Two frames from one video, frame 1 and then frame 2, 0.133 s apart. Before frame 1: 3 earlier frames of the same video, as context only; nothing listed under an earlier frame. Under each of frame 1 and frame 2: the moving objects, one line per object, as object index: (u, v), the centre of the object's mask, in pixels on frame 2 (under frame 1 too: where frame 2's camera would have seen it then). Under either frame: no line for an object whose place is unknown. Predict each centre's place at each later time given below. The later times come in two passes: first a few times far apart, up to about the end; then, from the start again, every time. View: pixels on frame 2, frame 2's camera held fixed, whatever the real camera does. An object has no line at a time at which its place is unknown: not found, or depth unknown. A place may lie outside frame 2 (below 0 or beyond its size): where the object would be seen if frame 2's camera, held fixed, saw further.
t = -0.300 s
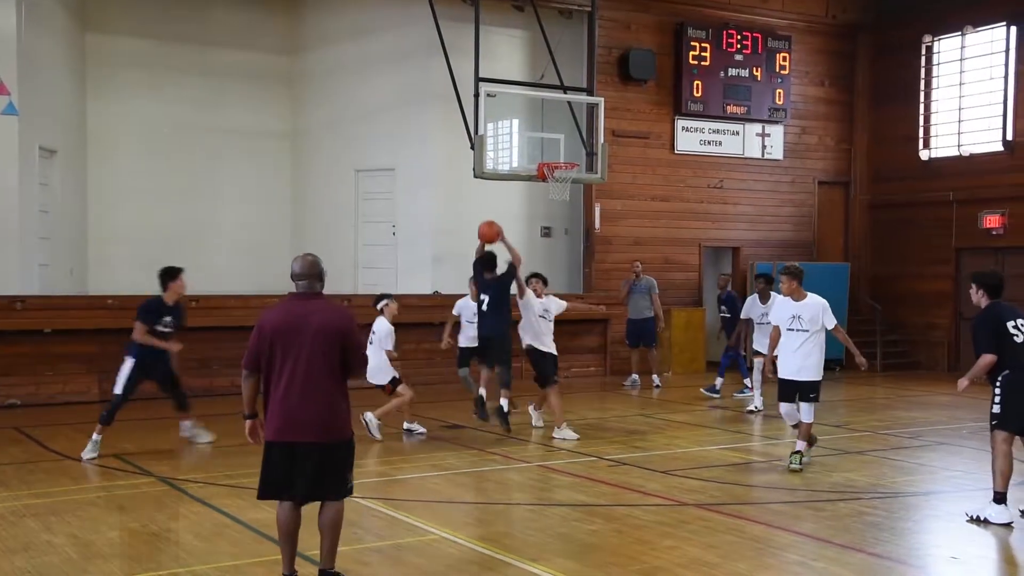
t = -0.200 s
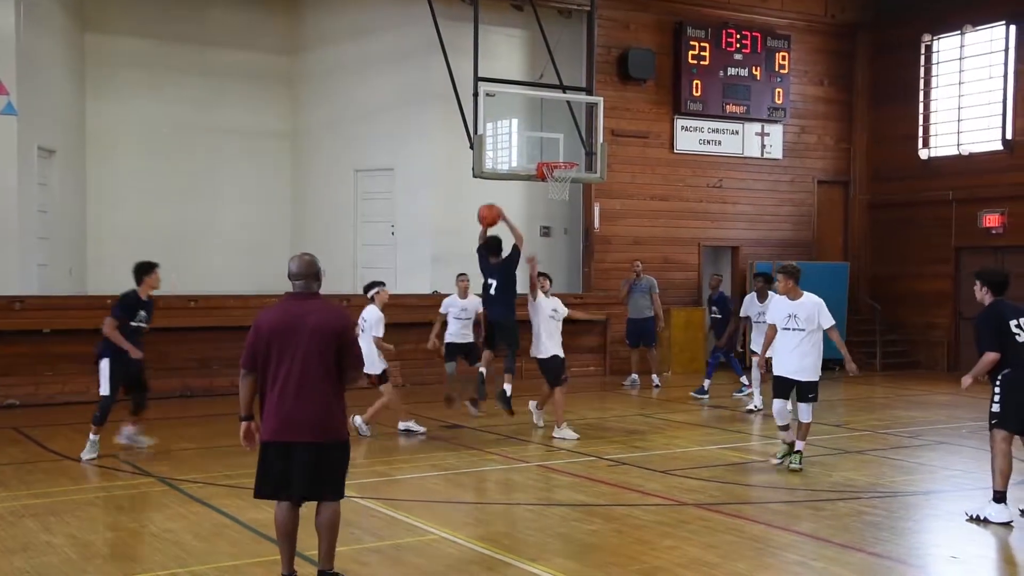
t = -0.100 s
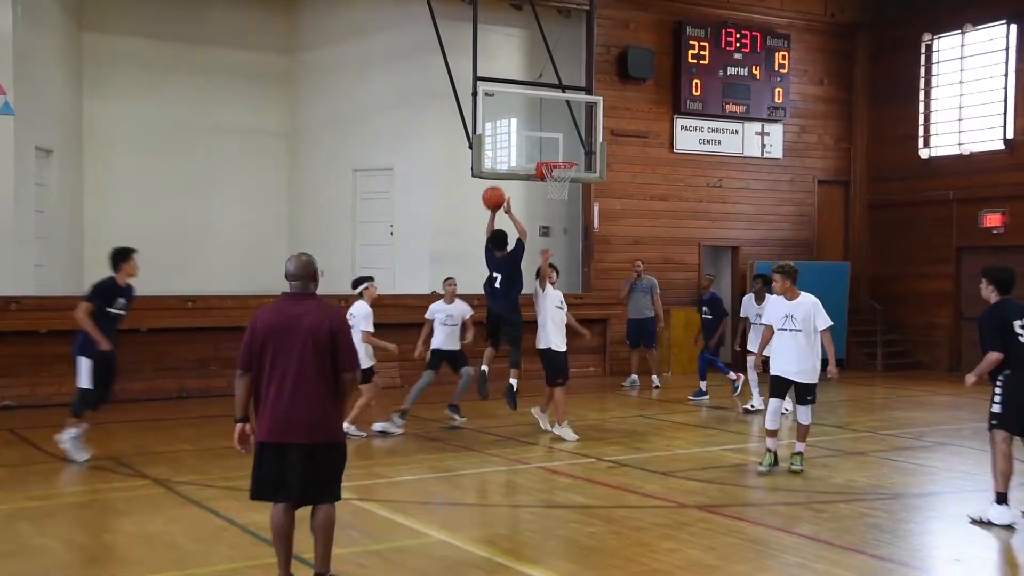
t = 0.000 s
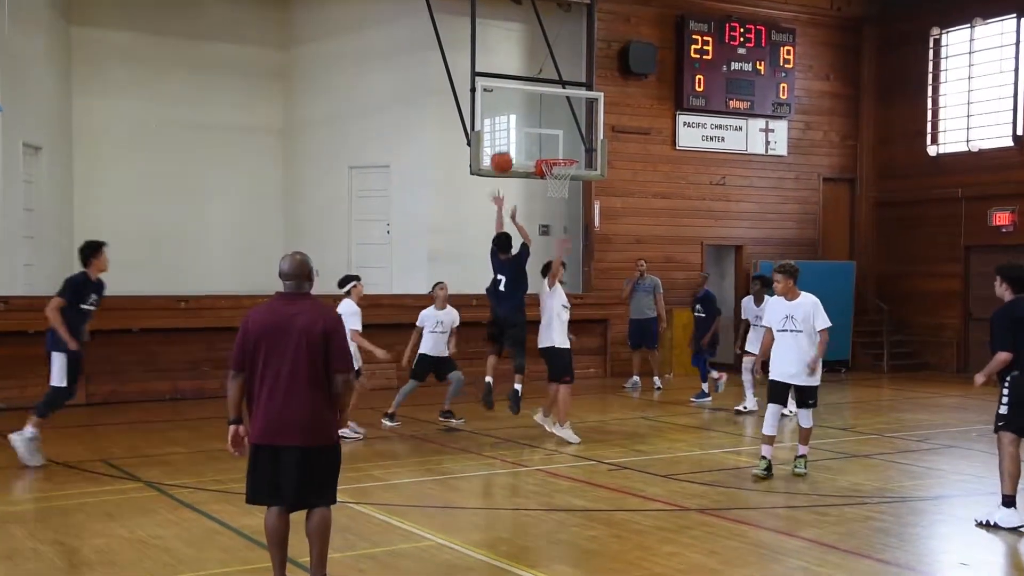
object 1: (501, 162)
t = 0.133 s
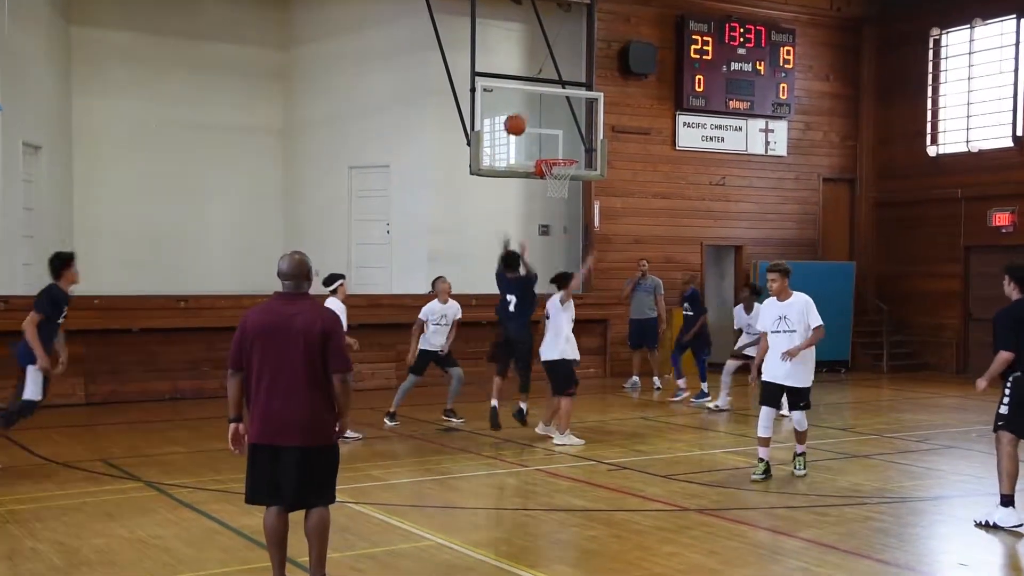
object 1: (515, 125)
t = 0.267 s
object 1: (526, 107)
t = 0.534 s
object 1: (547, 120)
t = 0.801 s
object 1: (557, 180)
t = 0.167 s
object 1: (518, 119)
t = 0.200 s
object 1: (521, 114)
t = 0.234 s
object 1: (523, 110)
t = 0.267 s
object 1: (526, 107)
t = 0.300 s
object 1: (529, 106)
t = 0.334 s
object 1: (532, 105)
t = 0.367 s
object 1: (535, 105)
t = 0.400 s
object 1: (537, 106)
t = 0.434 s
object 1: (540, 108)
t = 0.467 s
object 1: (542, 112)
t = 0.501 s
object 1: (545, 115)
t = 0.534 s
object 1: (547, 120)
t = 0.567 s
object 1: (549, 125)
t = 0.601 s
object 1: (552, 132)
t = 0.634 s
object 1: (553, 139)
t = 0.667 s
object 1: (555, 147)
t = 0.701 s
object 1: (557, 156)
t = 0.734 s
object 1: (559, 164)
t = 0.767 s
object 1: (559, 170)
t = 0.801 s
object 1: (557, 180)
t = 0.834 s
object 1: (556, 185)
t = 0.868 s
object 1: (555, 193)
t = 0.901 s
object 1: (554, 200)
